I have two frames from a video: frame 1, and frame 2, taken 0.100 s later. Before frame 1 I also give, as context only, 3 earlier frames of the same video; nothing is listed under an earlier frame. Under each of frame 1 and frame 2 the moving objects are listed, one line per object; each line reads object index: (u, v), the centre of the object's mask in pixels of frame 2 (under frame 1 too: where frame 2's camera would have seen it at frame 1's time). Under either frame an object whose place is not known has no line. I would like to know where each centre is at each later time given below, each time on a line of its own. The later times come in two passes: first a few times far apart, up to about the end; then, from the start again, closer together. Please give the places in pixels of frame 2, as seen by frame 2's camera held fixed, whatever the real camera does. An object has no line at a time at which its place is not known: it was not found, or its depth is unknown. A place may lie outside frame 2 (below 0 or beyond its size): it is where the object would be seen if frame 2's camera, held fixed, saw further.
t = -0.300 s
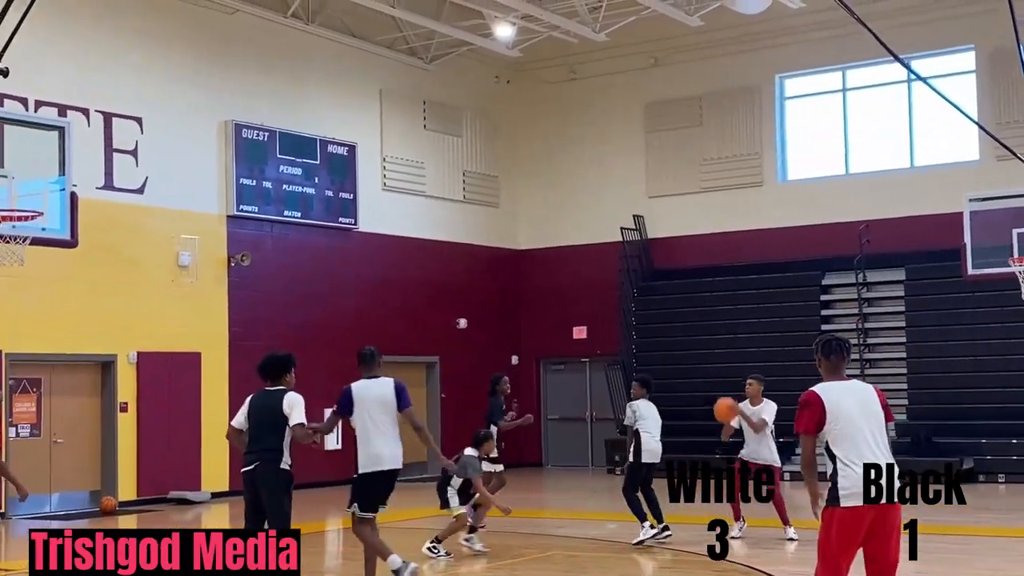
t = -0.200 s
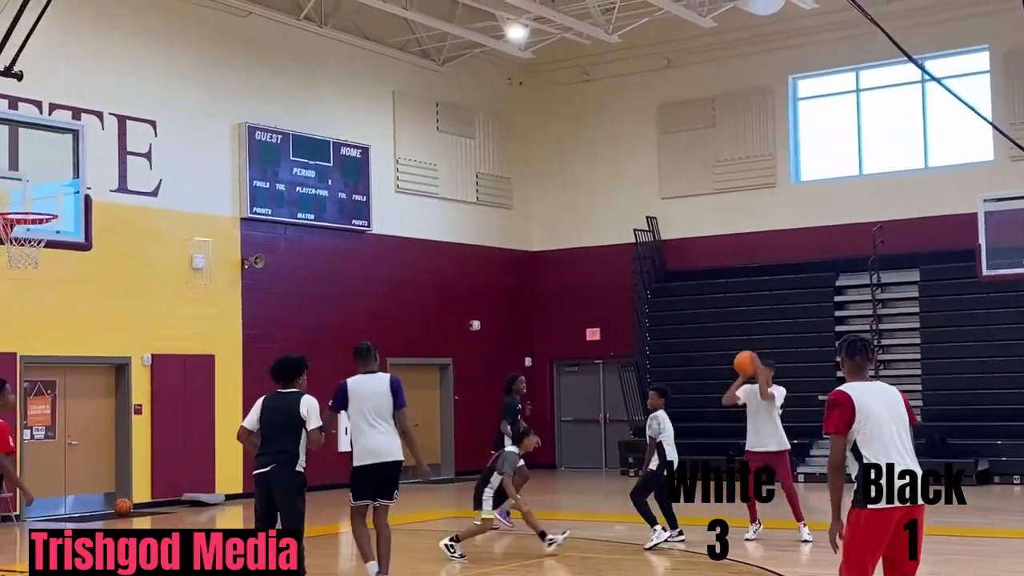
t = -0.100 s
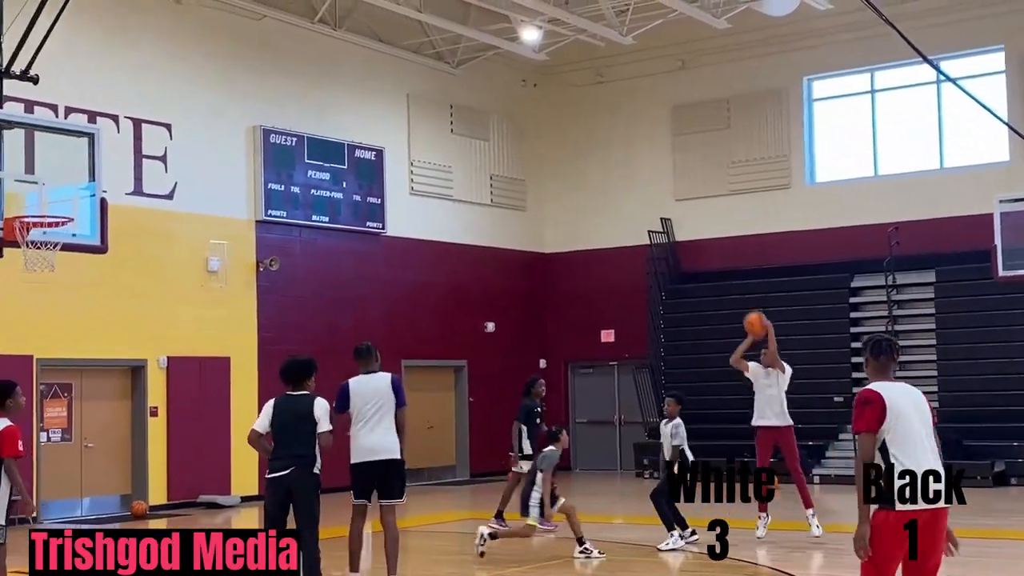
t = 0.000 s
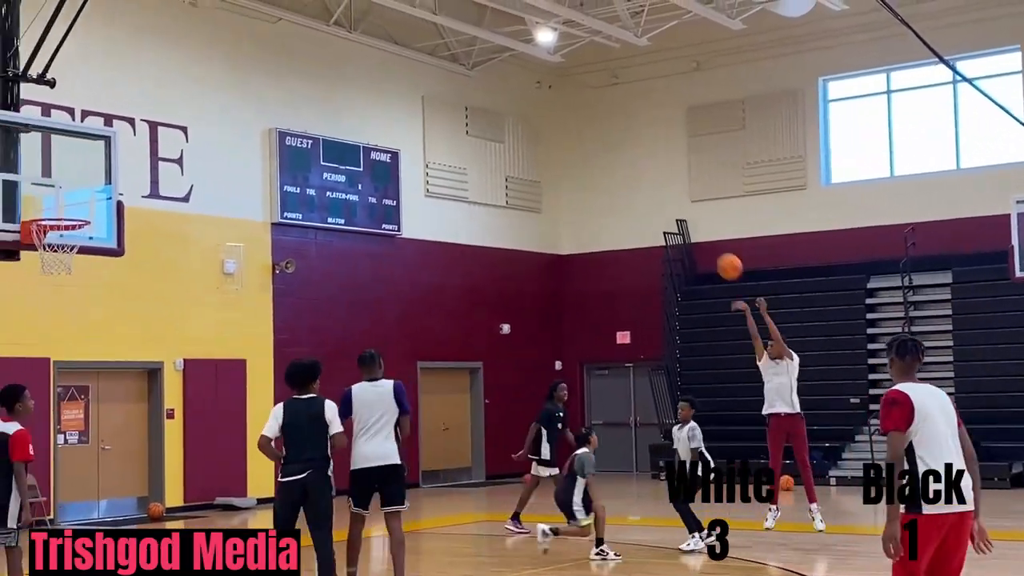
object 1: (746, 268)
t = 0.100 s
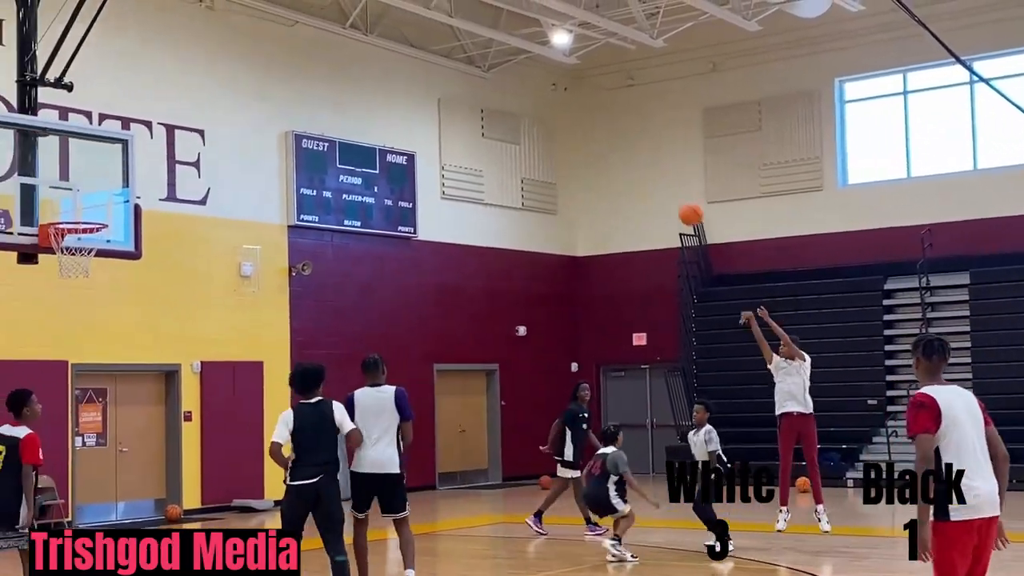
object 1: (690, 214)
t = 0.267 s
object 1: (599, 144)
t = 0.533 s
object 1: (445, 81)
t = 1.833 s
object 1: (515, 236)
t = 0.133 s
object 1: (673, 199)
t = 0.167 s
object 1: (654, 183)
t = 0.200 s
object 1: (636, 169)
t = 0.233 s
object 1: (618, 155)
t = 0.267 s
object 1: (599, 144)
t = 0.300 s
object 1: (581, 132)
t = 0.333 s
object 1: (562, 121)
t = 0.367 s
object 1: (542, 112)
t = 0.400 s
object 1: (524, 104)
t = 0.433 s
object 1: (505, 97)
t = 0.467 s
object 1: (485, 90)
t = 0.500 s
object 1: (465, 85)
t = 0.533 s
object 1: (445, 81)
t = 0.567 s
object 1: (426, 79)
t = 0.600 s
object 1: (405, 77)
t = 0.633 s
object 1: (385, 77)
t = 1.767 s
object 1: (469, 209)
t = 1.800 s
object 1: (492, 222)
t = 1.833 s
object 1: (515, 236)
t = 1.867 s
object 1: (537, 252)
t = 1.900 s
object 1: (559, 269)
